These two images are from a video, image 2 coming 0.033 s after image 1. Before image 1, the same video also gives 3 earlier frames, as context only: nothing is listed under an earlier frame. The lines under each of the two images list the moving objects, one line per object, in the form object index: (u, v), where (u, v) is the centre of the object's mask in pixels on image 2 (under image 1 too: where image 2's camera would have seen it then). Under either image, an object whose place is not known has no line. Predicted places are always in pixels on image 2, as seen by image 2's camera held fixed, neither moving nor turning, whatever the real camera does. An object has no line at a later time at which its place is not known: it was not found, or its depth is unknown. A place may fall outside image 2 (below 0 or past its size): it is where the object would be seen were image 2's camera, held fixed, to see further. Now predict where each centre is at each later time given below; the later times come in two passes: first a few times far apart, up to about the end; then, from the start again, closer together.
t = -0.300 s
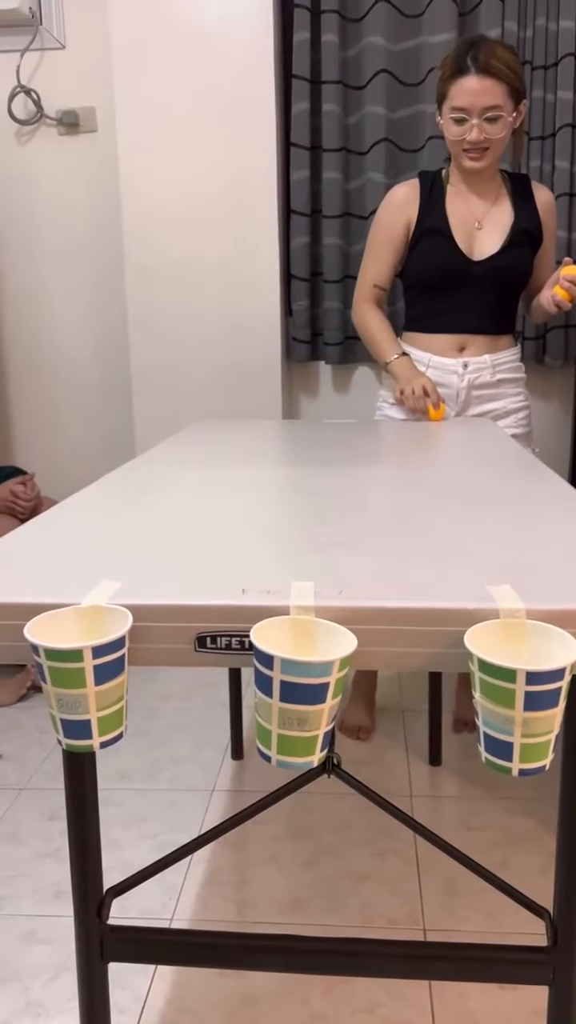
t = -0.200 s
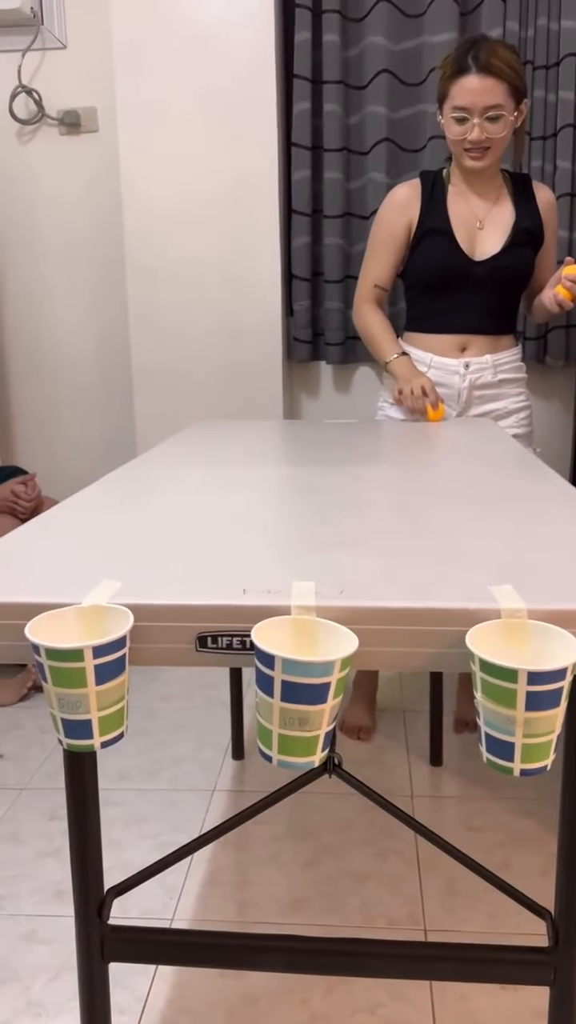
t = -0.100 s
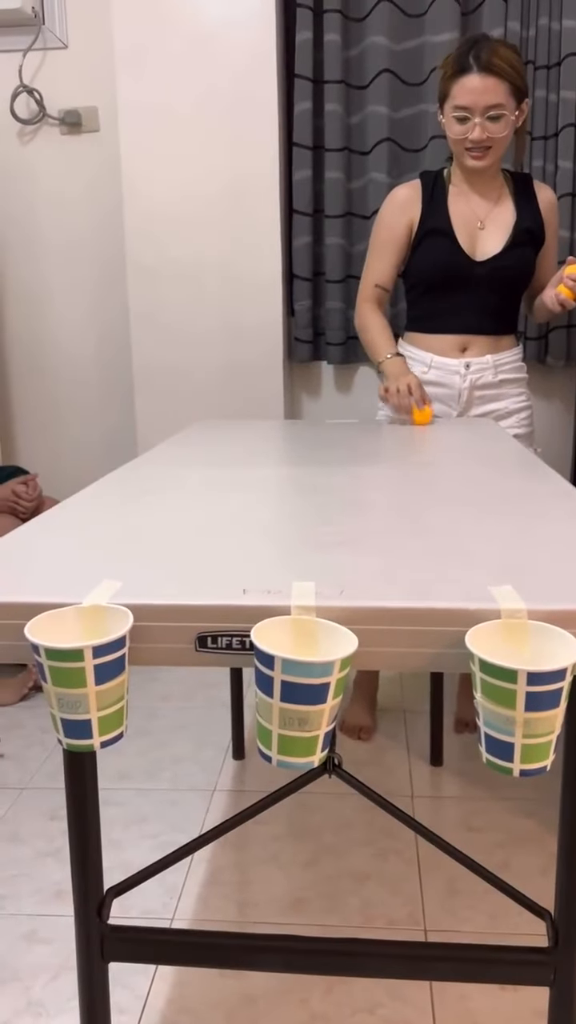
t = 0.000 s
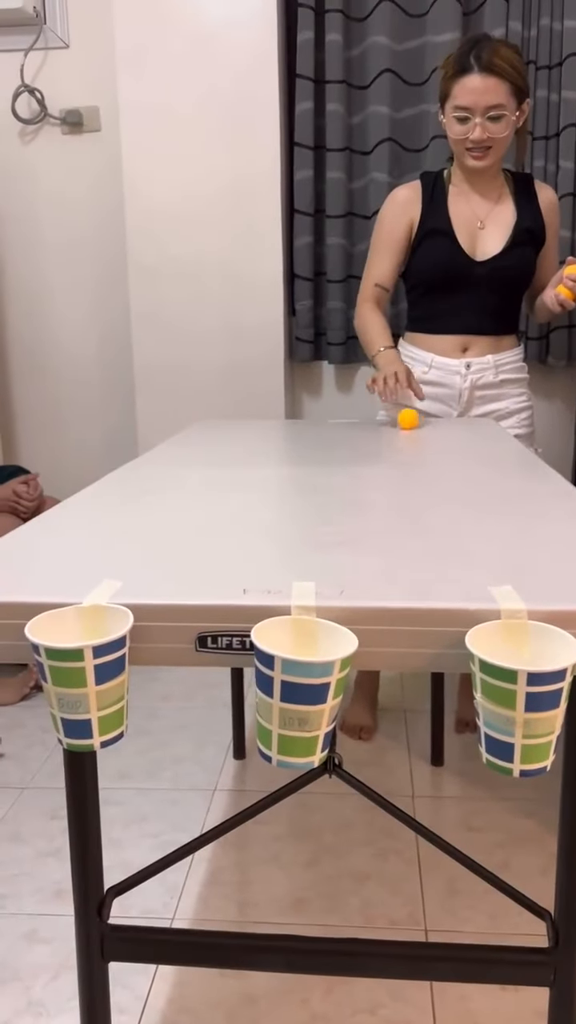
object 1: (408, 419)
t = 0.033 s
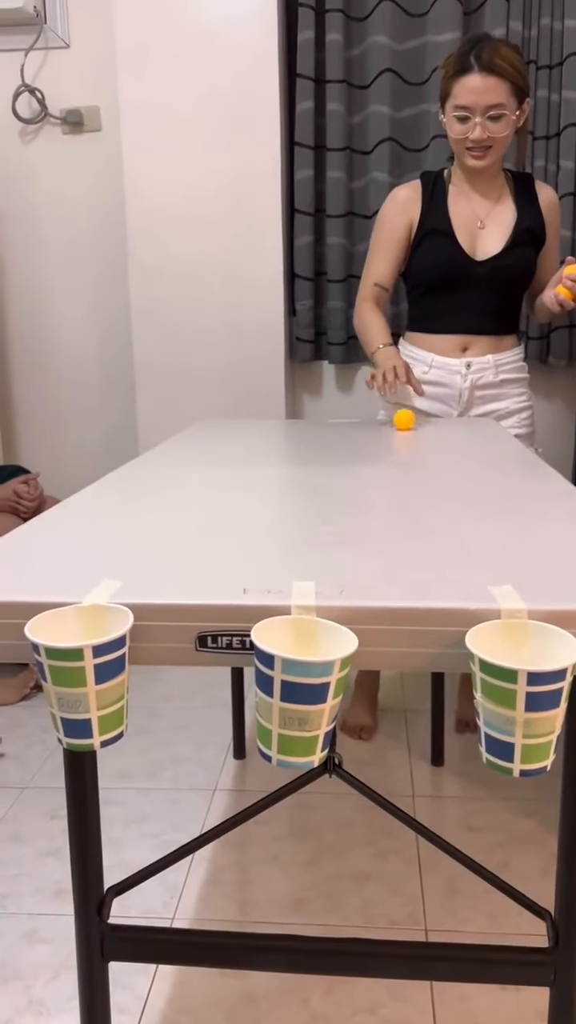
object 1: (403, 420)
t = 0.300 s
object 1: (368, 429)
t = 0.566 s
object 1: (331, 438)
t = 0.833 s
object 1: (294, 448)
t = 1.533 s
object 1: (201, 487)
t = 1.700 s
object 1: (181, 500)
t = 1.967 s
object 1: (163, 522)
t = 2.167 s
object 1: (159, 540)
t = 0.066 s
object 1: (399, 421)
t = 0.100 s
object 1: (395, 422)
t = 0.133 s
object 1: (391, 423)
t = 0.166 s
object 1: (386, 424)
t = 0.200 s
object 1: (382, 426)
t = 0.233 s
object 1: (378, 427)
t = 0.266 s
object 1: (373, 428)
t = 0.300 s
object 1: (368, 429)
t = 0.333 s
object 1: (364, 430)
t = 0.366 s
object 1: (359, 432)
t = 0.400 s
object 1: (355, 432)
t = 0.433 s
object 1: (350, 434)
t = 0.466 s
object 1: (346, 435)
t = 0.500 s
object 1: (340, 436)
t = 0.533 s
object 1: (336, 437)
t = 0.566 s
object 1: (331, 438)
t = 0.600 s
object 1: (327, 439)
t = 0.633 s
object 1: (322, 441)
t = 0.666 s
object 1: (318, 442)
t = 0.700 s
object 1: (313, 443)
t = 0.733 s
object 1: (308, 444)
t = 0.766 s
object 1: (303, 446)
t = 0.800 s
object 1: (299, 447)
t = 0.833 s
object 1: (294, 448)
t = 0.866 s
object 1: (289, 449)
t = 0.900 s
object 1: (285, 451)
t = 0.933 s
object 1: (281, 452)
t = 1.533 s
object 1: (201, 487)
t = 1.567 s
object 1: (197, 489)
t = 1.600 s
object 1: (192, 492)
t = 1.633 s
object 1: (188, 495)
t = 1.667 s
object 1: (185, 497)
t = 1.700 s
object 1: (181, 500)
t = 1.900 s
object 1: (167, 516)
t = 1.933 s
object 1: (165, 519)
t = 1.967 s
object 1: (163, 522)
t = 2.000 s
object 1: (162, 525)
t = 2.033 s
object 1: (161, 528)
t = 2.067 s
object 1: (160, 530)
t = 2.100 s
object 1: (160, 534)
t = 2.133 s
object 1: (160, 537)
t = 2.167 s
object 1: (159, 540)
